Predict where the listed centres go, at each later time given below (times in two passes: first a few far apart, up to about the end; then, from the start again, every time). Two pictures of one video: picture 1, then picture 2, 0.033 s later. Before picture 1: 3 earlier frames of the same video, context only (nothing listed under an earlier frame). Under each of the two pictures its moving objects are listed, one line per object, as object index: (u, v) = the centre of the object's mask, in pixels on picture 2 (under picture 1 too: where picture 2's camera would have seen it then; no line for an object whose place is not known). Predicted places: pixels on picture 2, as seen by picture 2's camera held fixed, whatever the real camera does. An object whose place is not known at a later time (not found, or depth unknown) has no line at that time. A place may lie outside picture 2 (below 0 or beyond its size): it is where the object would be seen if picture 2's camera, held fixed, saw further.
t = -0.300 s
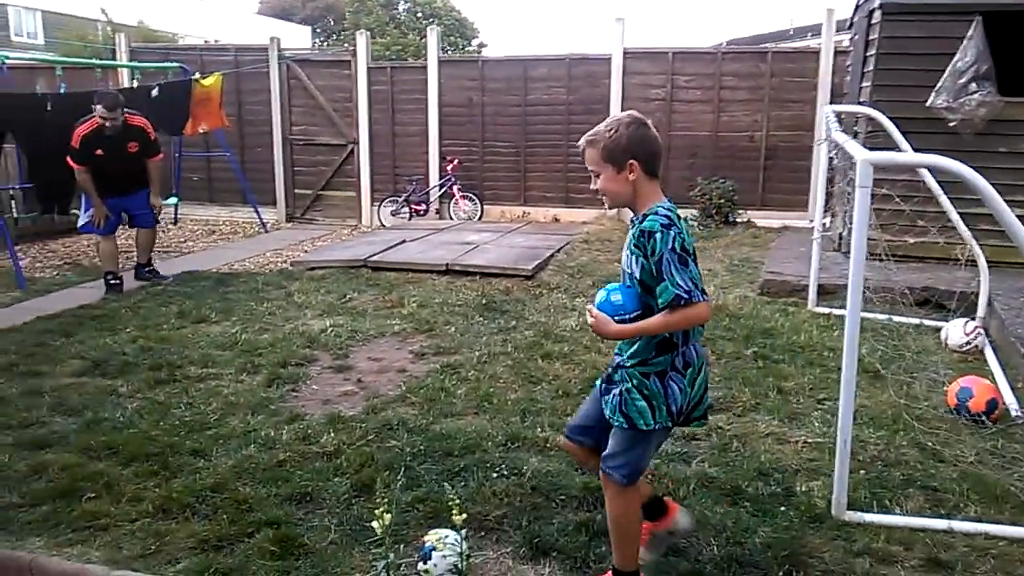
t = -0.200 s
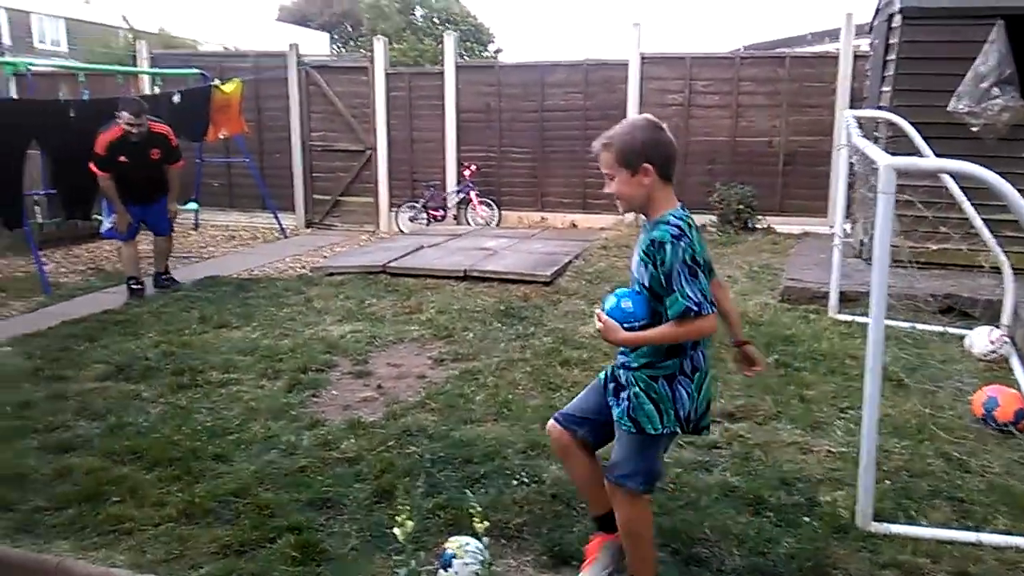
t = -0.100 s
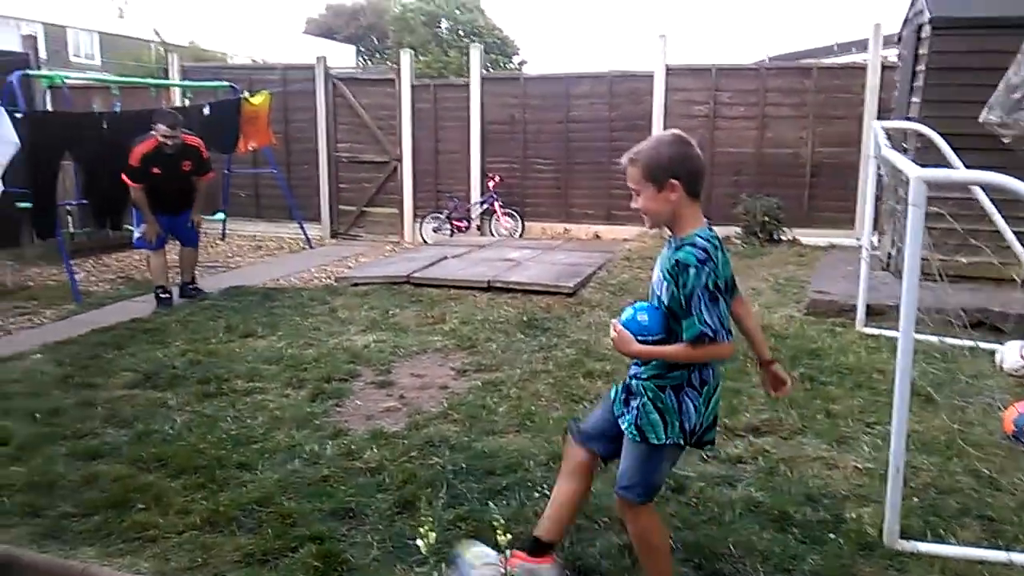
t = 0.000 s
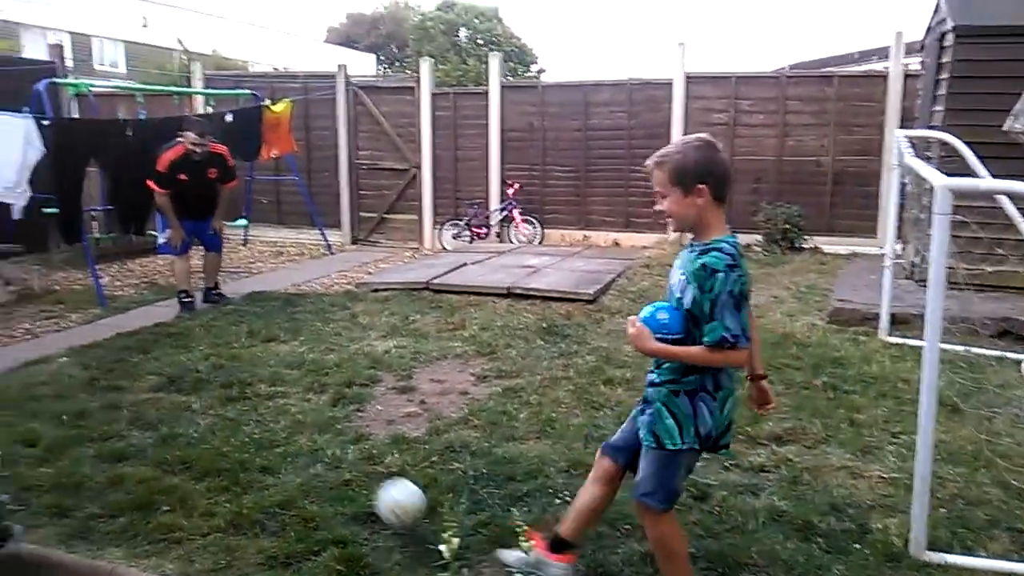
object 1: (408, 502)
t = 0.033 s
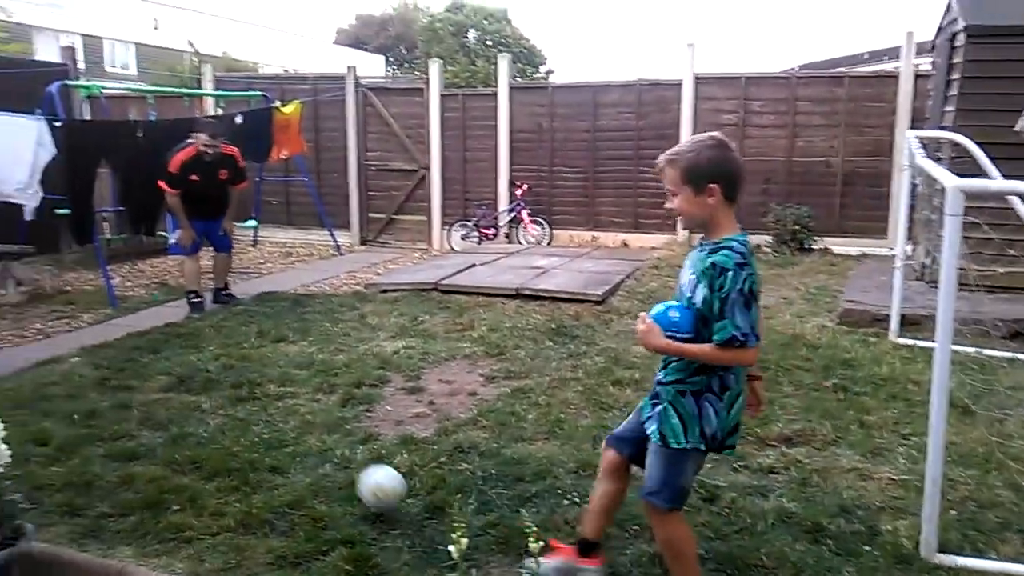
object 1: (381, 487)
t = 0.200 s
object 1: (283, 449)
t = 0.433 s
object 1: (242, 419)
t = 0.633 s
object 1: (205, 399)
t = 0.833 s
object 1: (177, 380)
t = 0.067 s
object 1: (355, 476)
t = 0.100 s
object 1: (335, 468)
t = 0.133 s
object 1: (311, 464)
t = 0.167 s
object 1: (293, 459)
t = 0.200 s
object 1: (283, 449)
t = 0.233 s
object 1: (276, 436)
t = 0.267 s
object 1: (270, 428)
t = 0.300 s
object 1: (264, 421)
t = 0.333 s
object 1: (259, 417)
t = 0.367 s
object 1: (253, 416)
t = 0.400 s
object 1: (248, 416)
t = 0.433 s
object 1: (242, 419)
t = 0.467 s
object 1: (237, 414)
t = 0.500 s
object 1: (230, 408)
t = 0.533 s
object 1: (223, 404)
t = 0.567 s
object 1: (217, 400)
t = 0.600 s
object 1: (211, 399)
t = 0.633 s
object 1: (205, 399)
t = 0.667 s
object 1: (198, 392)
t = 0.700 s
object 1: (194, 386)
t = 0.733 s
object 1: (189, 381)
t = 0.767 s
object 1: (186, 378)
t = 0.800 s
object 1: (181, 378)
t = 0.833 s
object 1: (177, 380)
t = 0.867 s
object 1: (174, 382)
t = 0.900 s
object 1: (170, 384)
